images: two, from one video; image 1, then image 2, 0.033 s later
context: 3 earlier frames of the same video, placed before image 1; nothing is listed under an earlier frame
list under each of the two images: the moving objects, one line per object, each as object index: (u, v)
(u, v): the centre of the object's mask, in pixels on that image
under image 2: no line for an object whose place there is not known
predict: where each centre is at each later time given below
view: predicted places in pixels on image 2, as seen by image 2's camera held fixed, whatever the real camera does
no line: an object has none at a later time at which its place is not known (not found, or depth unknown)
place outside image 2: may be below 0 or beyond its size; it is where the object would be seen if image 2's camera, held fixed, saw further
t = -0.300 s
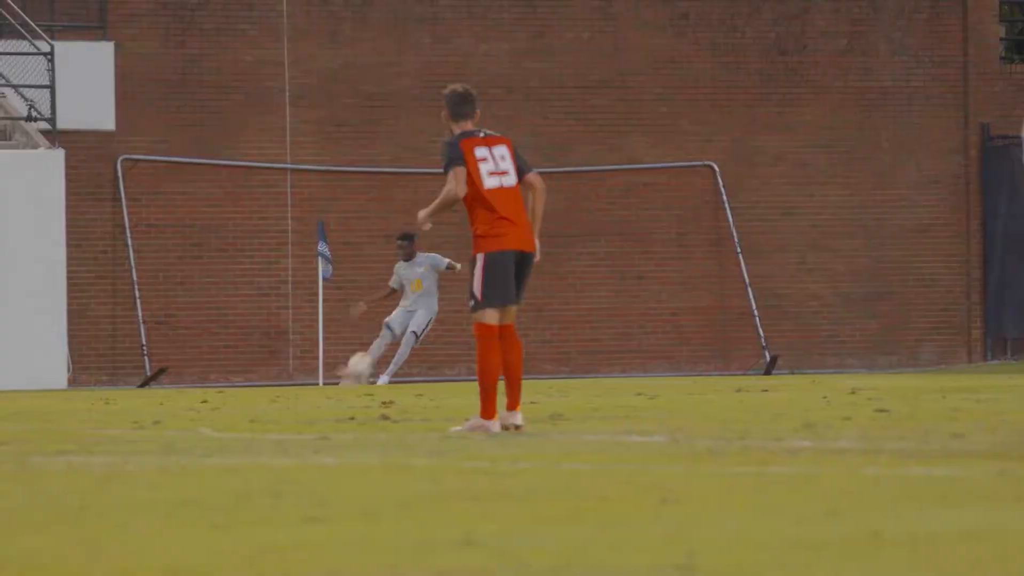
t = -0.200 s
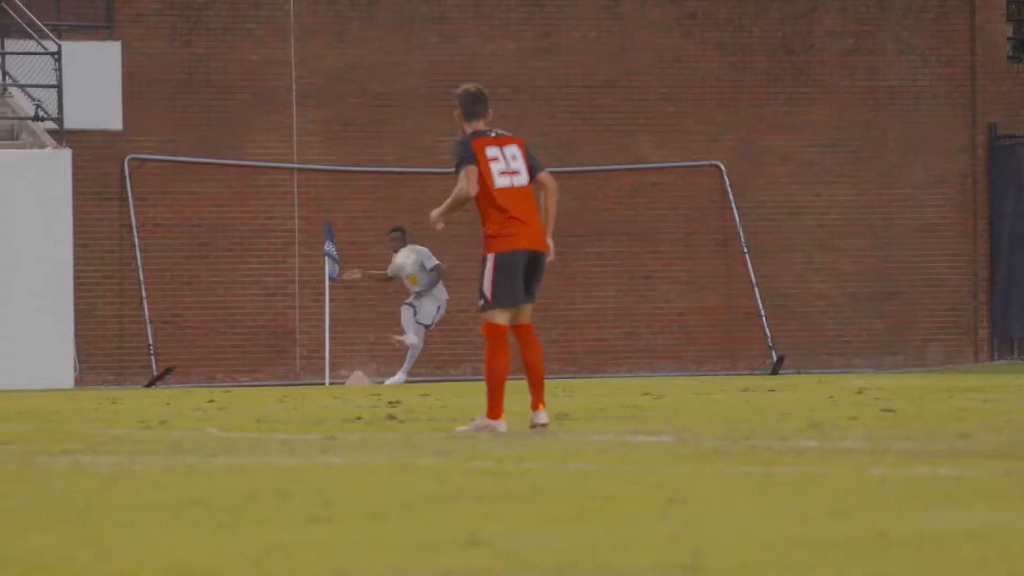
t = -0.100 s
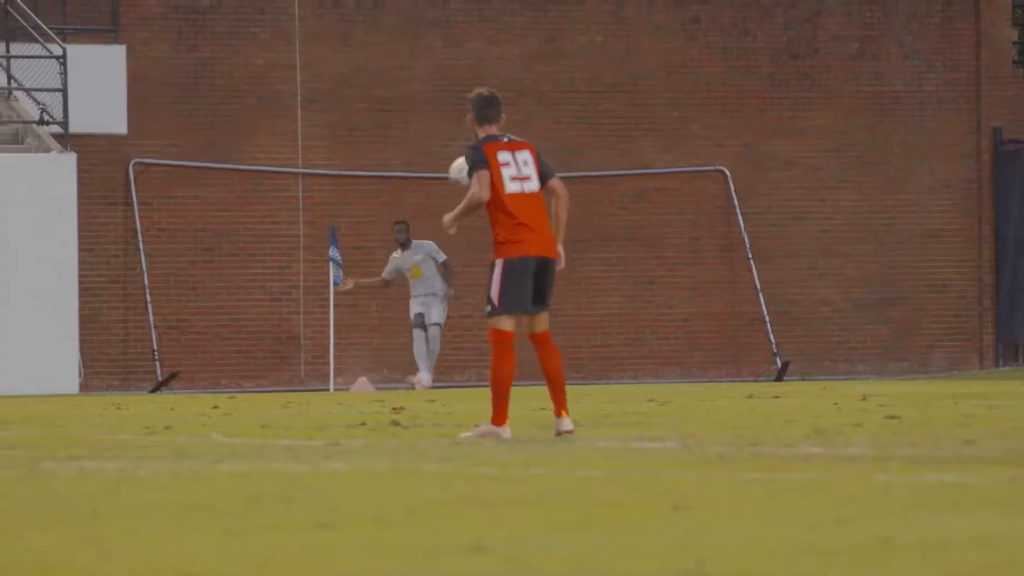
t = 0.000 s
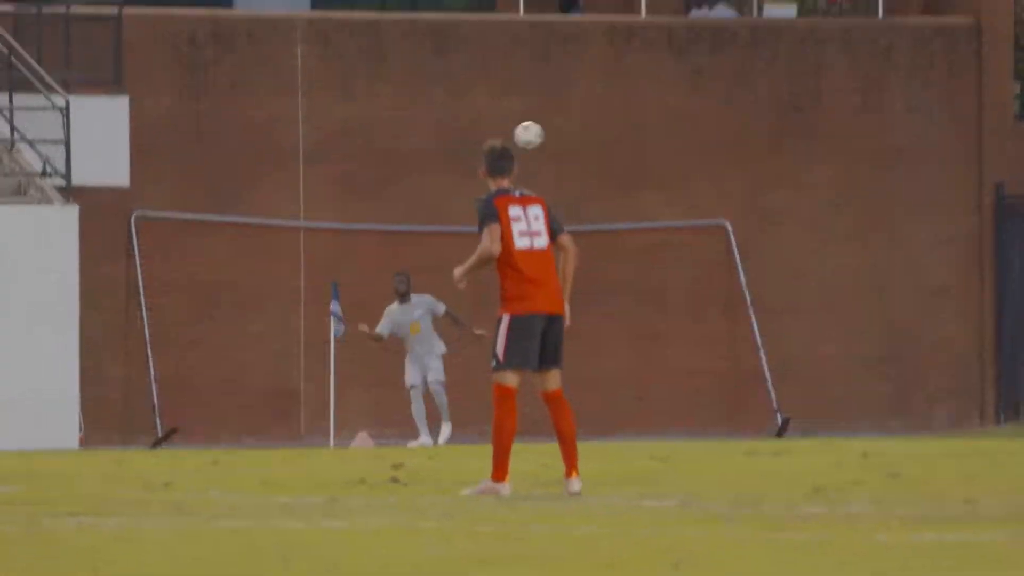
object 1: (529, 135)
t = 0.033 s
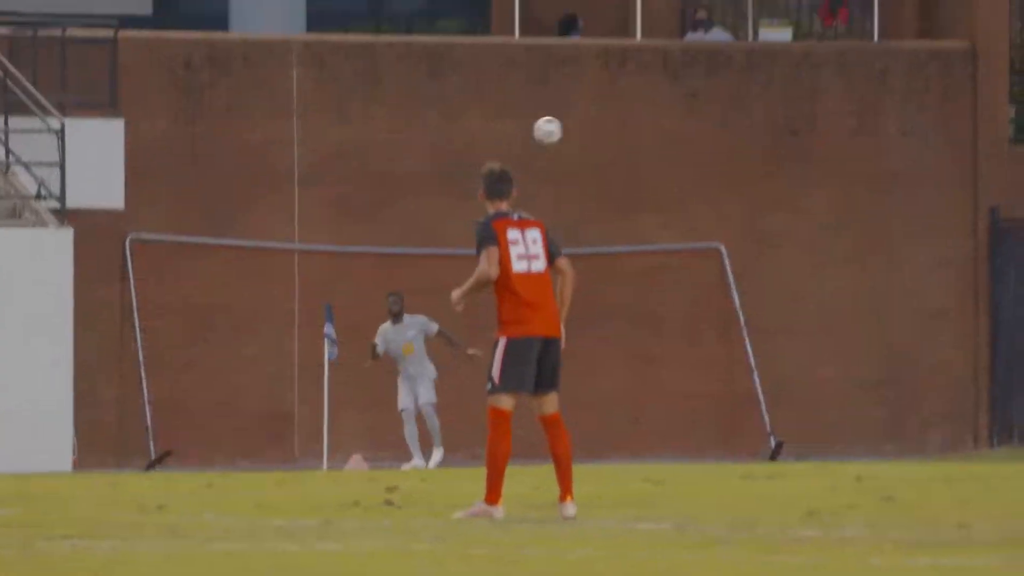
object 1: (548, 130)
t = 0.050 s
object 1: (560, 117)
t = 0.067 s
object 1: (573, 104)
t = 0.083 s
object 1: (586, 91)
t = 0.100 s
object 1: (600, 79)
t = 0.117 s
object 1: (613, 67)
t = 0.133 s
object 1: (627, 55)
